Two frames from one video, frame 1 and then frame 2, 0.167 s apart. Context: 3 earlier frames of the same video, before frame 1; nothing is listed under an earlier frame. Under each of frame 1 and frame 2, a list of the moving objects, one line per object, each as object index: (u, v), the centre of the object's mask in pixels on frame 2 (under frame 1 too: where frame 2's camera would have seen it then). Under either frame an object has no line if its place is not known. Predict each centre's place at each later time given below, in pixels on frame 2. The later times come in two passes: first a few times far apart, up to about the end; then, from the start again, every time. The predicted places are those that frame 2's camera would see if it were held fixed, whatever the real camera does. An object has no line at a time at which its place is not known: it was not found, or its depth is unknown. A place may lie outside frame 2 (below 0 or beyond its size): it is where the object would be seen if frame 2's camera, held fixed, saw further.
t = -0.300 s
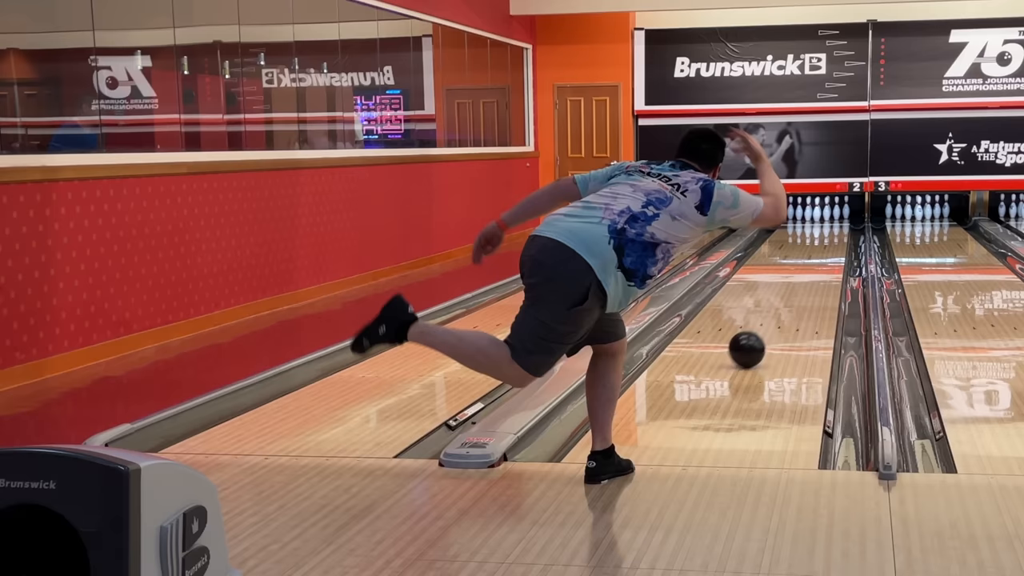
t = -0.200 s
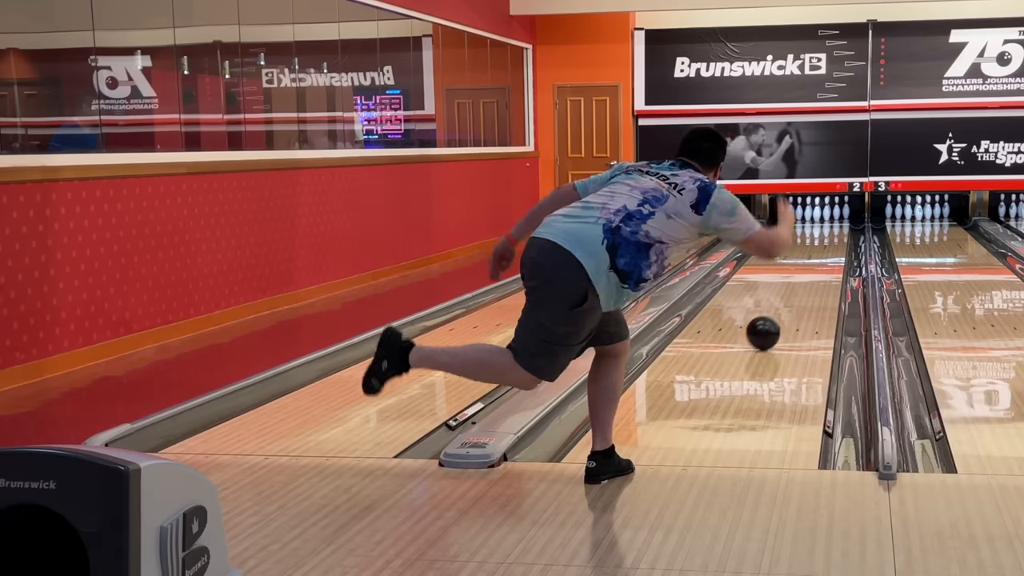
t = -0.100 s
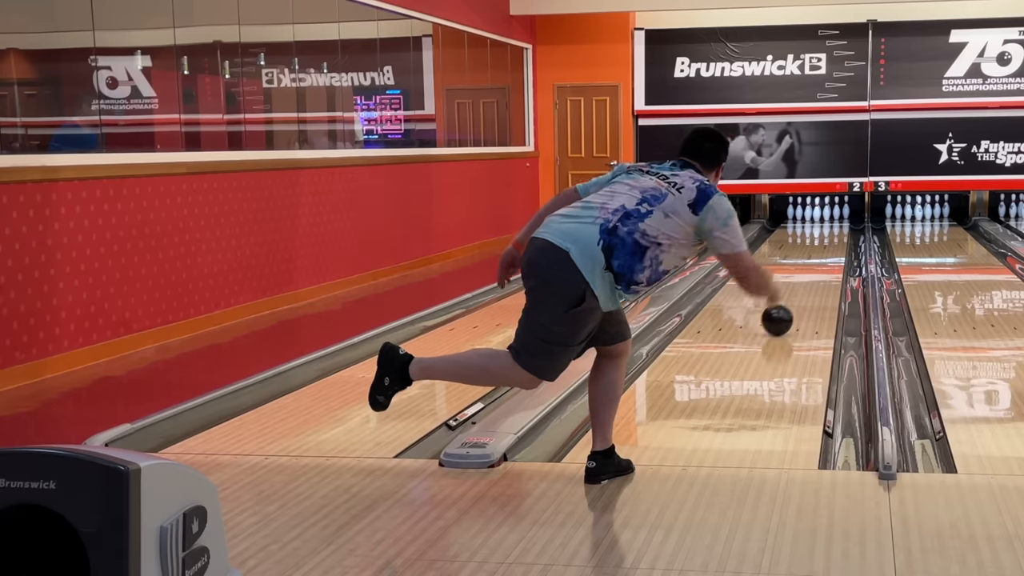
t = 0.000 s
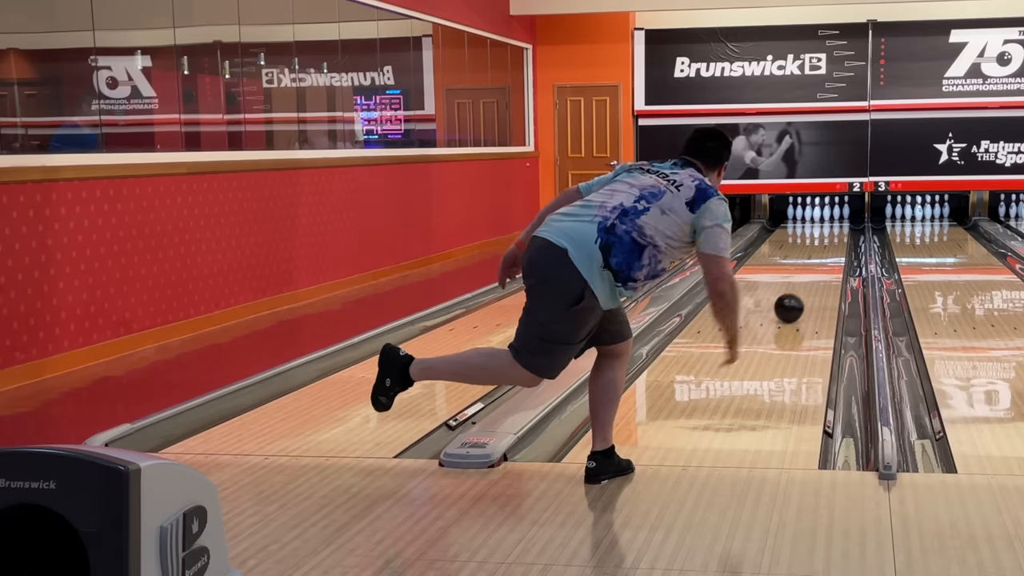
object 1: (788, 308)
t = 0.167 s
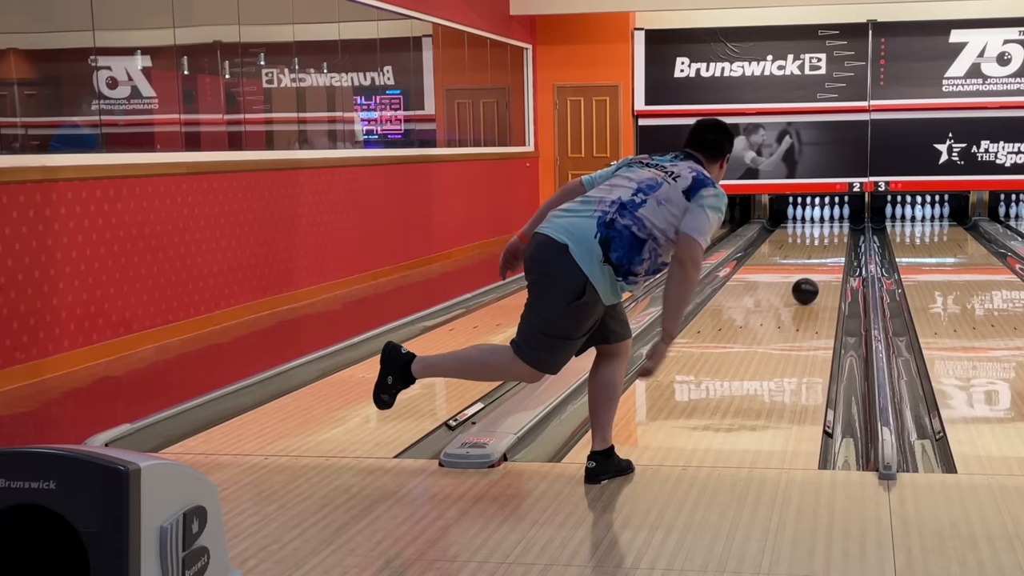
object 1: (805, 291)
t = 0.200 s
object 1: (808, 288)
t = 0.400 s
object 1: (822, 273)
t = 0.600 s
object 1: (833, 260)
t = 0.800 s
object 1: (839, 250)
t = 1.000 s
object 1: (844, 241)
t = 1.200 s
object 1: (845, 235)
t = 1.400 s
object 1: (842, 229)
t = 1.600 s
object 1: (836, 224)
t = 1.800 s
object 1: (828, 220)
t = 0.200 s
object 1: (808, 288)
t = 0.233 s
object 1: (810, 285)
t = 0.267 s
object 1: (813, 282)
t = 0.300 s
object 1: (815, 280)
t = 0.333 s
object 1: (818, 277)
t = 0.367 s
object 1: (820, 275)
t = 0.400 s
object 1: (822, 273)
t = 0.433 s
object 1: (824, 270)
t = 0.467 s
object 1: (826, 268)
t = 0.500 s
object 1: (828, 266)
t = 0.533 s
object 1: (829, 264)
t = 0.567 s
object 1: (831, 262)
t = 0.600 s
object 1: (833, 260)
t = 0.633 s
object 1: (834, 258)
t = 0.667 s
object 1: (835, 256)
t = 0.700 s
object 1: (837, 255)
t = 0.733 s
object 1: (838, 253)
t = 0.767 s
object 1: (839, 251)
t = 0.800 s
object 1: (839, 250)
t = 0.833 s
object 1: (840, 249)
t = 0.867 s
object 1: (842, 247)
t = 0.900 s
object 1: (842, 246)
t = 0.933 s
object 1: (843, 244)
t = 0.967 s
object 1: (843, 243)
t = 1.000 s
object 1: (844, 241)
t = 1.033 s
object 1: (845, 240)
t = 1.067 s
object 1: (845, 239)
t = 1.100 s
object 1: (845, 238)
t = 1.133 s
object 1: (845, 237)
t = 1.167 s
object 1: (845, 236)
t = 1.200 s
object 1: (845, 235)
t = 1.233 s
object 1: (845, 234)
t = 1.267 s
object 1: (845, 232)
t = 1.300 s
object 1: (844, 231)
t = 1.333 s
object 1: (844, 231)
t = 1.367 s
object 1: (843, 230)
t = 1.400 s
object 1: (842, 229)
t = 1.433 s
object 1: (841, 228)
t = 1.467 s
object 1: (840, 227)
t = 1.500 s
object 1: (839, 226)
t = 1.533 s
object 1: (838, 226)
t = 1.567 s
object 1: (837, 225)
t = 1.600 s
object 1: (836, 224)
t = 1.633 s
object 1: (835, 223)
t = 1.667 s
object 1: (833, 223)
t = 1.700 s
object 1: (832, 222)
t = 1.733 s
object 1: (830, 221)
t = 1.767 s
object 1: (829, 221)
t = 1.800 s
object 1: (828, 220)
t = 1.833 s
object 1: (827, 219)
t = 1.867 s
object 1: (826, 219)
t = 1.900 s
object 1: (824, 218)
